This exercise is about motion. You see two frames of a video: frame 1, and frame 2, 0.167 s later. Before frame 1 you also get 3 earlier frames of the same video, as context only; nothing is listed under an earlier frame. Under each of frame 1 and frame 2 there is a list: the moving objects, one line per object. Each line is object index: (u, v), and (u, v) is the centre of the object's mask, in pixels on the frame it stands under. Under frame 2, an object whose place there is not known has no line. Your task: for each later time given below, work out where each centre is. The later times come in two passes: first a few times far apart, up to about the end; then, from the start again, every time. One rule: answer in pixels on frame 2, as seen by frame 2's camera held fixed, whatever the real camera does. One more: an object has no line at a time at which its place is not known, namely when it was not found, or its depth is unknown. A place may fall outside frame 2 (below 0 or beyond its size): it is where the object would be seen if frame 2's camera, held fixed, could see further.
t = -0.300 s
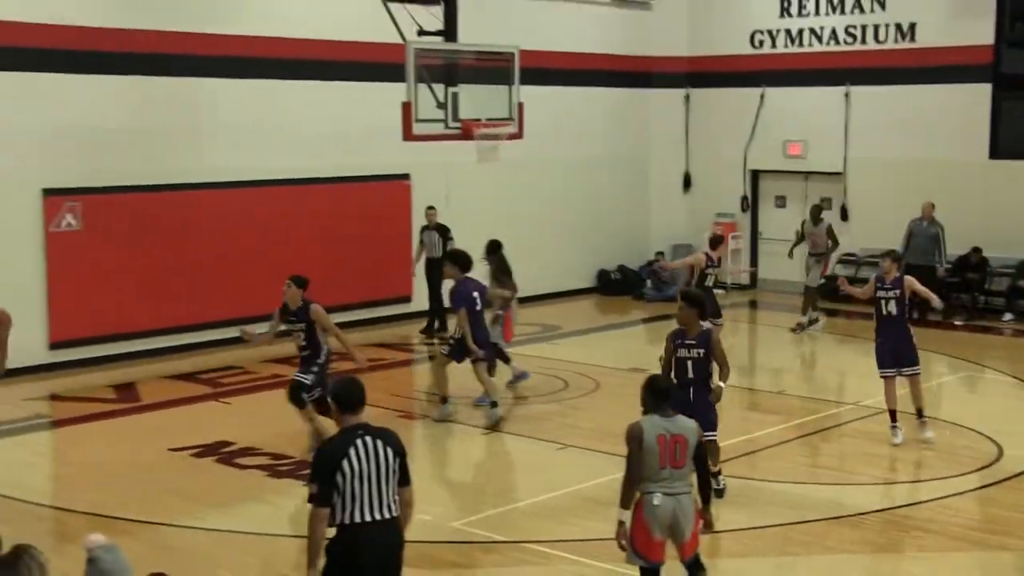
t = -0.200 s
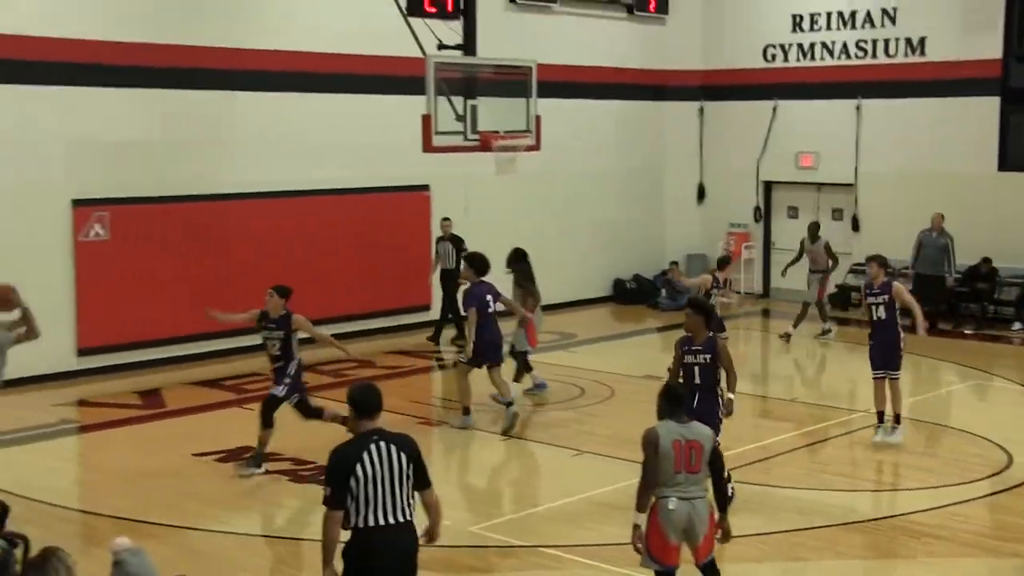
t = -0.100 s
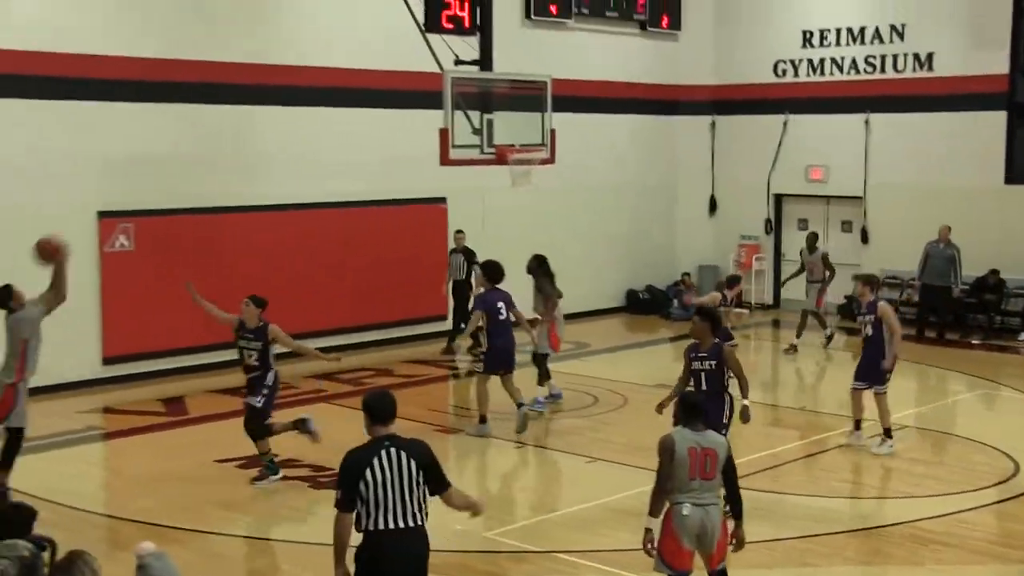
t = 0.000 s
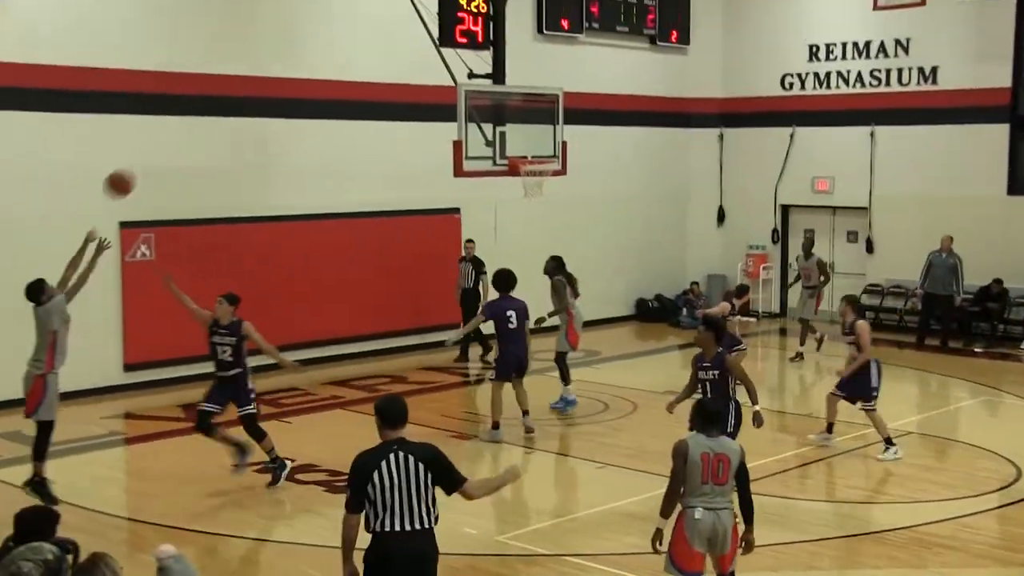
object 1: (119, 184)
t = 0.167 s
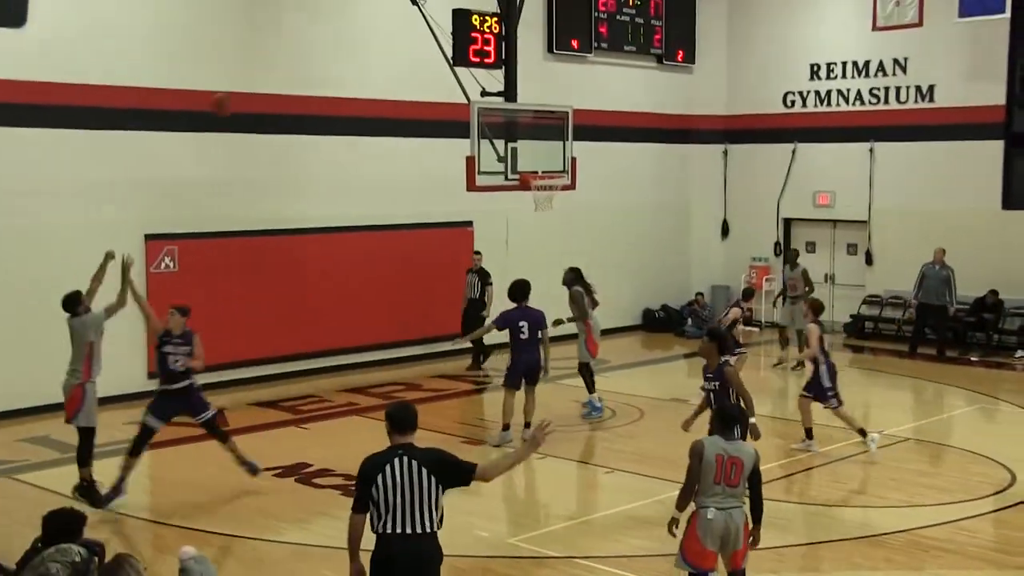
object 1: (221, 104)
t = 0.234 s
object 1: (251, 78)
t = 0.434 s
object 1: (330, 31)
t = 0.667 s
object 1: (411, 28)
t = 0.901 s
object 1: (482, 72)
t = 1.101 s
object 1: (533, 137)
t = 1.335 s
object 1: (530, 198)
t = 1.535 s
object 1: (532, 215)
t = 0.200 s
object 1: (237, 89)
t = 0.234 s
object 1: (251, 78)
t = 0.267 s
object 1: (265, 67)
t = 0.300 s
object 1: (279, 57)
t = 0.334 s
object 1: (292, 49)
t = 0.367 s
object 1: (305, 41)
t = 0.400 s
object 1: (318, 35)
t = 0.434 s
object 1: (330, 31)
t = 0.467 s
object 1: (342, 27)
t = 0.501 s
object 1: (354, 25)
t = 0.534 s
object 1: (366, 23)
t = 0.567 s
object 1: (378, 23)
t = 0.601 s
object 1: (389, 24)
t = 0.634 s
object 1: (401, 25)
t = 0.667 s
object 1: (411, 28)
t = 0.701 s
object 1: (421, 32)
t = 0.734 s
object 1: (432, 36)
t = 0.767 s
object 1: (443, 42)
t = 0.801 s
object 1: (453, 46)
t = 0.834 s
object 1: (462, 52)
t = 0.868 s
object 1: (473, 63)
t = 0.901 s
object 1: (482, 72)
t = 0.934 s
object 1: (491, 81)
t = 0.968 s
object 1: (501, 91)
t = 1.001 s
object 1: (509, 101)
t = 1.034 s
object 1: (518, 114)
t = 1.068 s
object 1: (527, 125)
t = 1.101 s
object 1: (533, 137)
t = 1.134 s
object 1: (541, 152)
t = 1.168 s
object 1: (550, 165)
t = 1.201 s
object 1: (552, 178)
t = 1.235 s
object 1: (543, 185)
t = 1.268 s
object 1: (534, 194)
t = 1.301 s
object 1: (531, 197)
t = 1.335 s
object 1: (530, 198)
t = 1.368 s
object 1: (530, 198)
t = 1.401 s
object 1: (530, 199)
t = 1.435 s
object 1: (530, 202)
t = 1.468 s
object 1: (531, 205)
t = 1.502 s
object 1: (531, 210)
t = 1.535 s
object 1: (532, 215)
